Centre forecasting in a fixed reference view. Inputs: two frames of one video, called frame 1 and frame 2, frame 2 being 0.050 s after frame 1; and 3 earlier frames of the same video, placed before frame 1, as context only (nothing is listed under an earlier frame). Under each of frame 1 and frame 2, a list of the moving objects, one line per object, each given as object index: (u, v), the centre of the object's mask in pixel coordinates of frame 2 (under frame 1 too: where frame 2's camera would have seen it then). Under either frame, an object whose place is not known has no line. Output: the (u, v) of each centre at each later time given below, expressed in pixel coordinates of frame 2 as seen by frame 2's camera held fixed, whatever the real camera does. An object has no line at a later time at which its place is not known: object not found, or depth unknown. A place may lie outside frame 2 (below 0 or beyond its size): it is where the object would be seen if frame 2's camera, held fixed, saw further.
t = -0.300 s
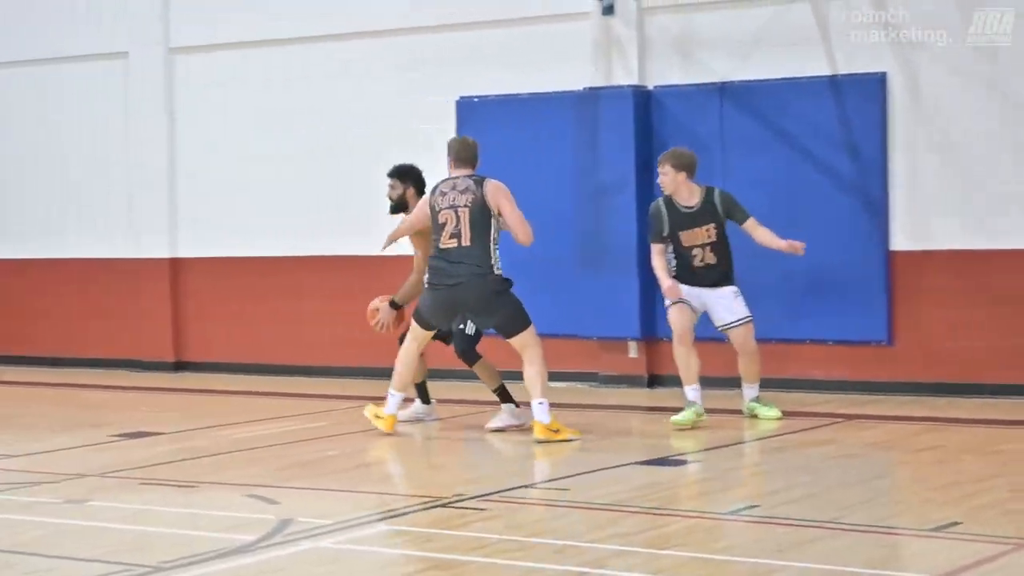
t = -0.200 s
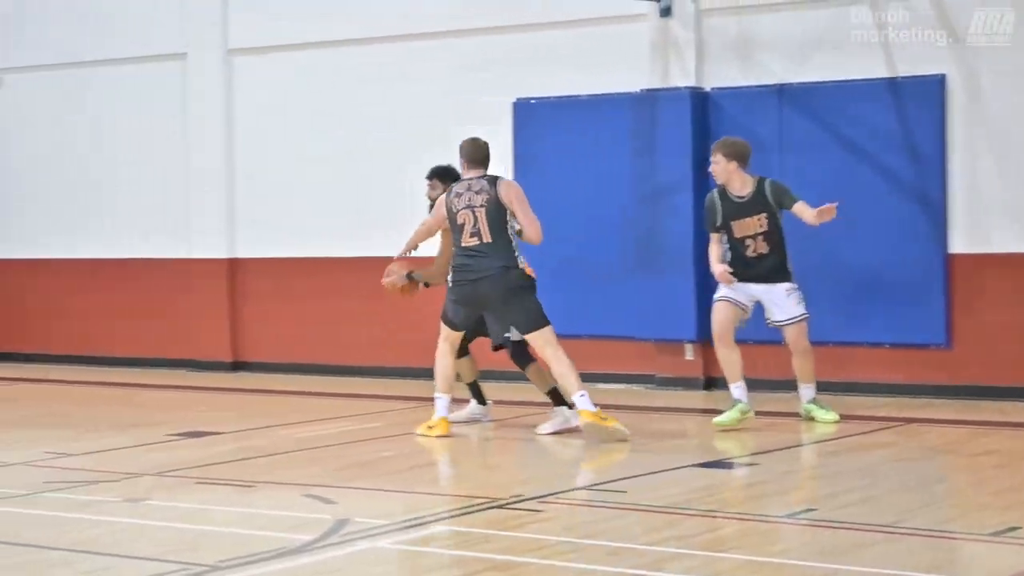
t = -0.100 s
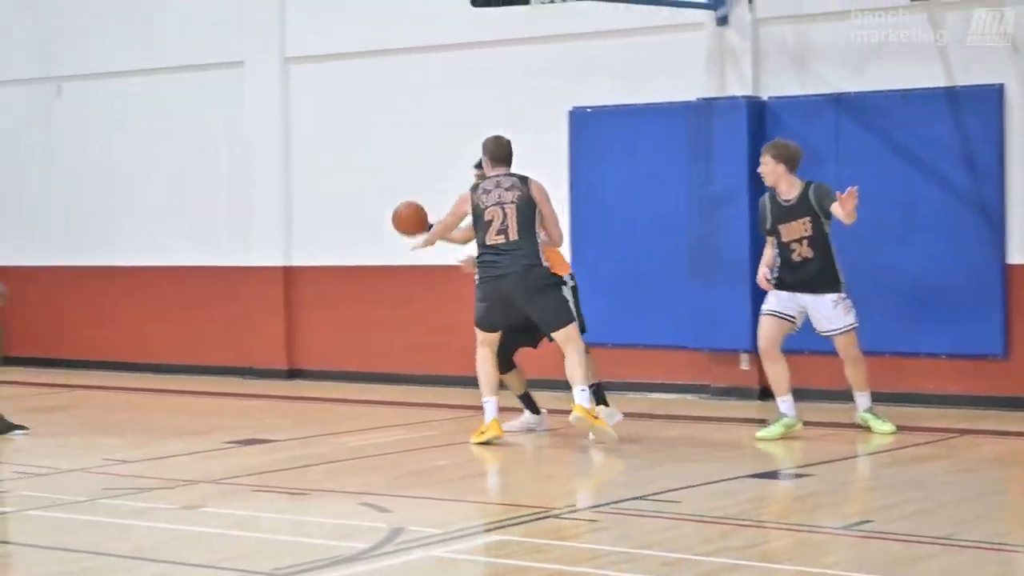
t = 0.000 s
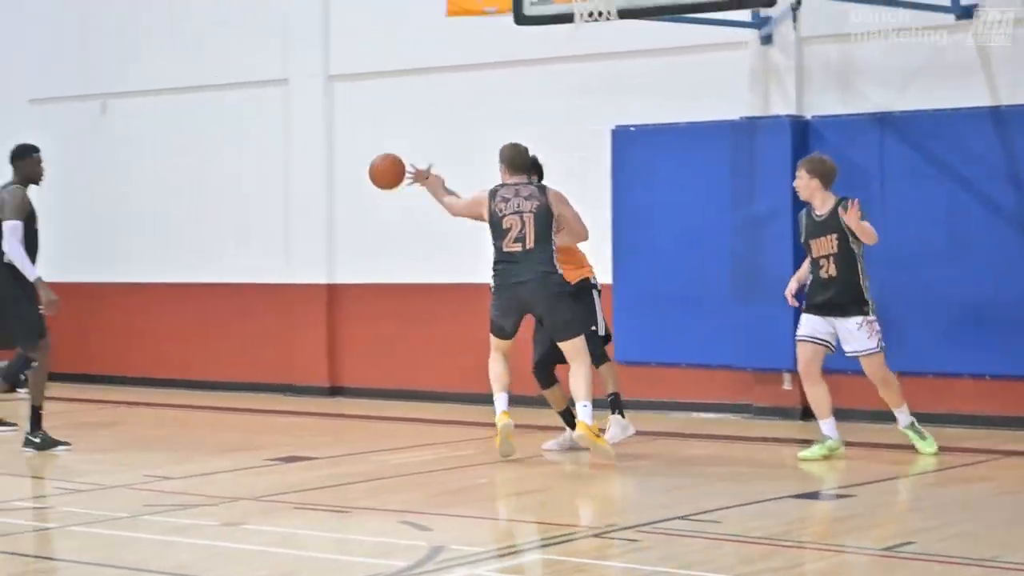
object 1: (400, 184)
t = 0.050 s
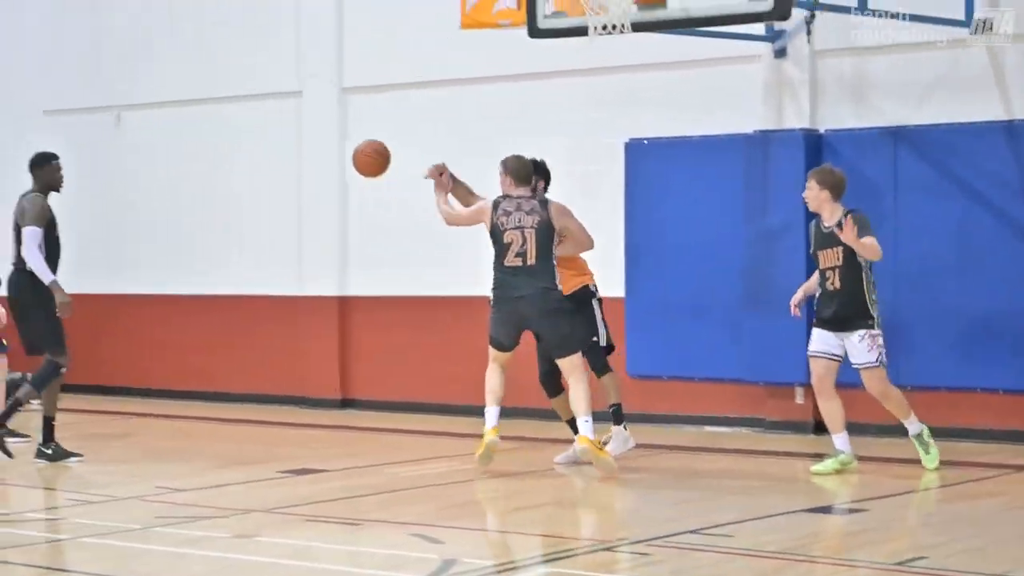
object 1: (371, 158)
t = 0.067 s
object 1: (361, 150)
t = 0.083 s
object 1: (351, 142)
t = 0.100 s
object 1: (340, 135)
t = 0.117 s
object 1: (329, 128)
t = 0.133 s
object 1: (318, 121)
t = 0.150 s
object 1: (307, 115)
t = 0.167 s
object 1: (295, 108)
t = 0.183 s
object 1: (284, 102)
